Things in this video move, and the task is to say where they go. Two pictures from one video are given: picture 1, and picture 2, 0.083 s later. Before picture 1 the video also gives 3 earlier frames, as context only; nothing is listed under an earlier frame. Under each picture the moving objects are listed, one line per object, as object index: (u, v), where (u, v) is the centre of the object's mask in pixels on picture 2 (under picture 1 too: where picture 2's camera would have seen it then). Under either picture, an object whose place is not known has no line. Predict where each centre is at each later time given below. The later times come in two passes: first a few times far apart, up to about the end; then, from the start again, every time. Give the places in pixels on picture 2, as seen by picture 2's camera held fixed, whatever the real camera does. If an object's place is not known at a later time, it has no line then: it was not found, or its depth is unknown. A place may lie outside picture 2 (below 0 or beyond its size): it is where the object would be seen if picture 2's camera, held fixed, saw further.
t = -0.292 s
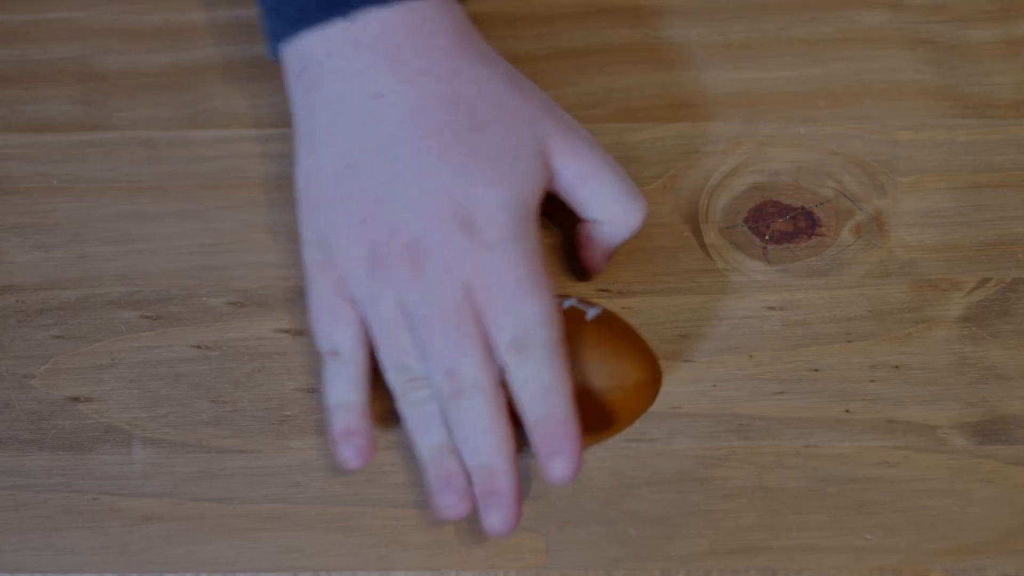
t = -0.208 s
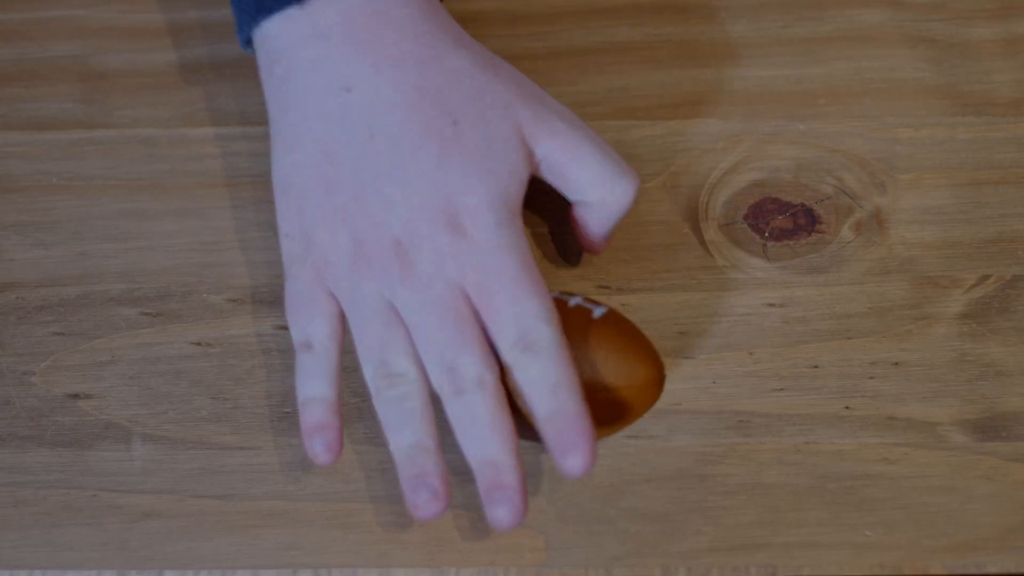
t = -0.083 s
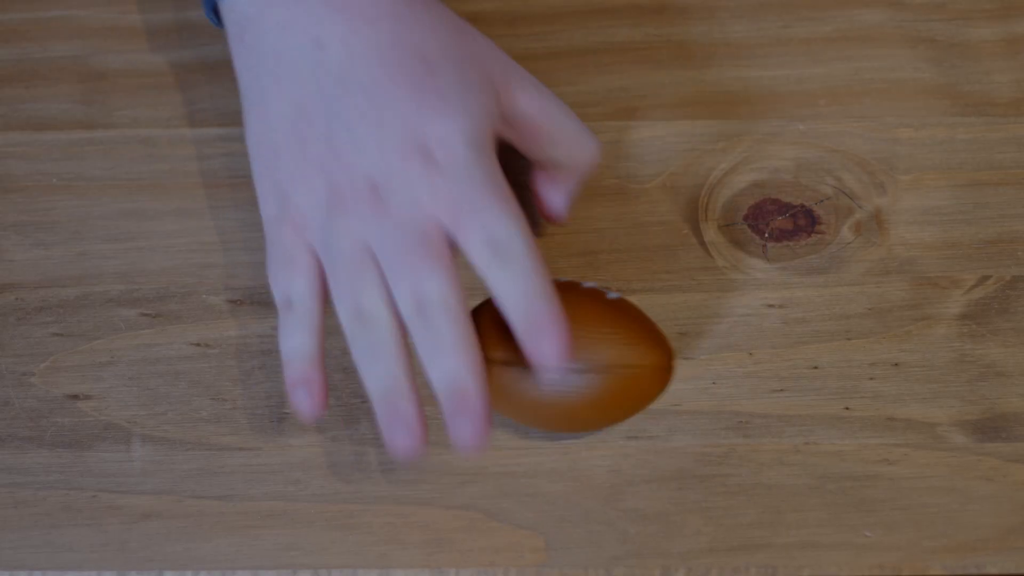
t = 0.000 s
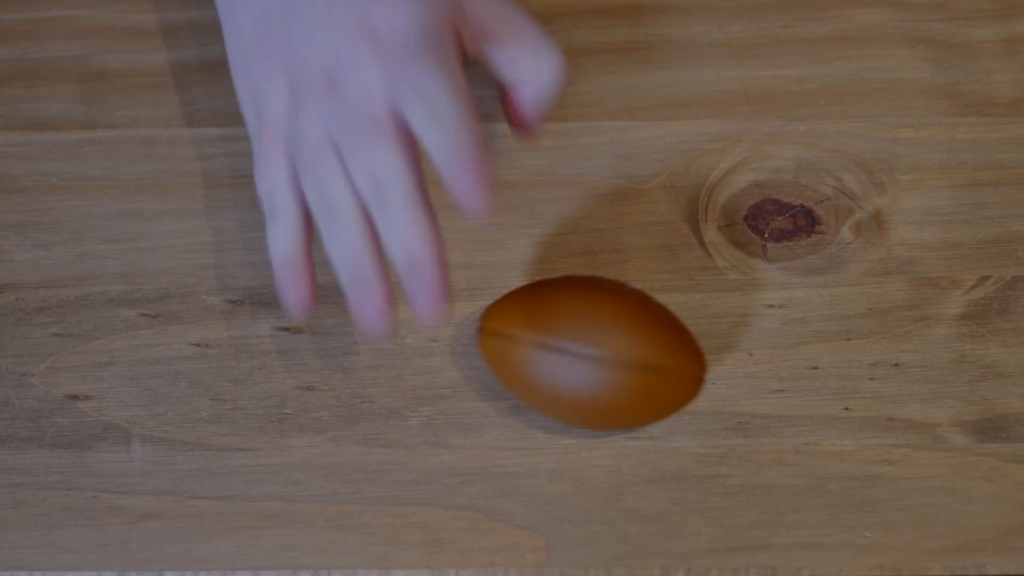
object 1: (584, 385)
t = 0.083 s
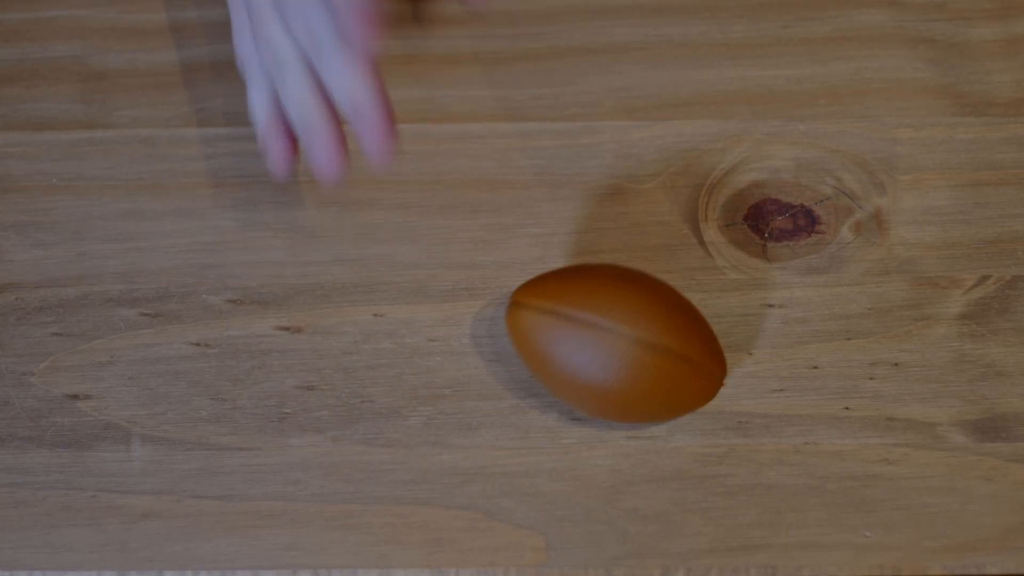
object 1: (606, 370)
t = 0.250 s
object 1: (589, 324)
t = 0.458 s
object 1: (613, 279)
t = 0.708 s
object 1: (627, 227)
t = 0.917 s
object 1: (638, 172)
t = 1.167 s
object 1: (665, 128)
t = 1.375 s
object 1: (686, 71)
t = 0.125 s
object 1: (608, 361)
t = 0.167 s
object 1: (607, 349)
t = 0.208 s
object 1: (598, 338)
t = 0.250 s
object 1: (589, 324)
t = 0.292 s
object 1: (582, 310)
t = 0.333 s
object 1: (582, 299)
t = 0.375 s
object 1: (589, 296)
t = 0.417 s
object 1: (600, 287)
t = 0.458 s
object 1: (613, 279)
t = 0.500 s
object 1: (627, 270)
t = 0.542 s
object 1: (638, 261)
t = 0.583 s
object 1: (644, 248)
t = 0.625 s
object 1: (641, 250)
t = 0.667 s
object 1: (635, 238)
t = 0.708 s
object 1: (627, 227)
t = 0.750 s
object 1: (621, 213)
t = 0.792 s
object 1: (619, 200)
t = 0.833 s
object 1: (622, 188)
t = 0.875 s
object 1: (628, 179)
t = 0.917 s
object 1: (638, 172)
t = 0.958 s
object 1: (649, 167)
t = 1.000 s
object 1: (662, 161)
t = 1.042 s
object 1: (670, 150)
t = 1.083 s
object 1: (675, 138)
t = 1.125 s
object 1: (675, 127)
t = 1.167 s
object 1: (665, 128)
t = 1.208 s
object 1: (662, 115)
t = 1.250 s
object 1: (665, 97)
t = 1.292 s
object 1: (668, 86)
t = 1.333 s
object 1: (675, 78)
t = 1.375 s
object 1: (686, 71)
